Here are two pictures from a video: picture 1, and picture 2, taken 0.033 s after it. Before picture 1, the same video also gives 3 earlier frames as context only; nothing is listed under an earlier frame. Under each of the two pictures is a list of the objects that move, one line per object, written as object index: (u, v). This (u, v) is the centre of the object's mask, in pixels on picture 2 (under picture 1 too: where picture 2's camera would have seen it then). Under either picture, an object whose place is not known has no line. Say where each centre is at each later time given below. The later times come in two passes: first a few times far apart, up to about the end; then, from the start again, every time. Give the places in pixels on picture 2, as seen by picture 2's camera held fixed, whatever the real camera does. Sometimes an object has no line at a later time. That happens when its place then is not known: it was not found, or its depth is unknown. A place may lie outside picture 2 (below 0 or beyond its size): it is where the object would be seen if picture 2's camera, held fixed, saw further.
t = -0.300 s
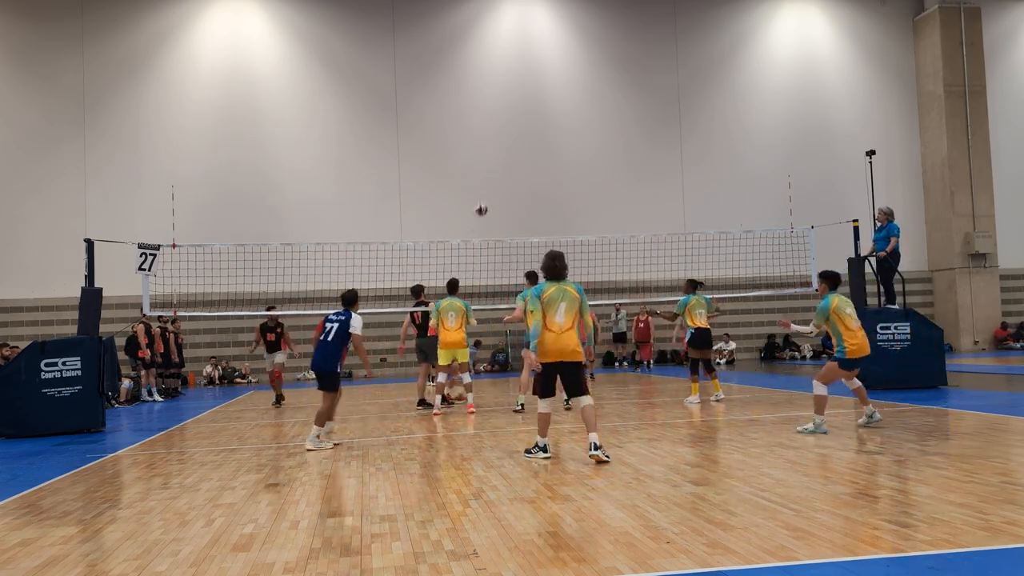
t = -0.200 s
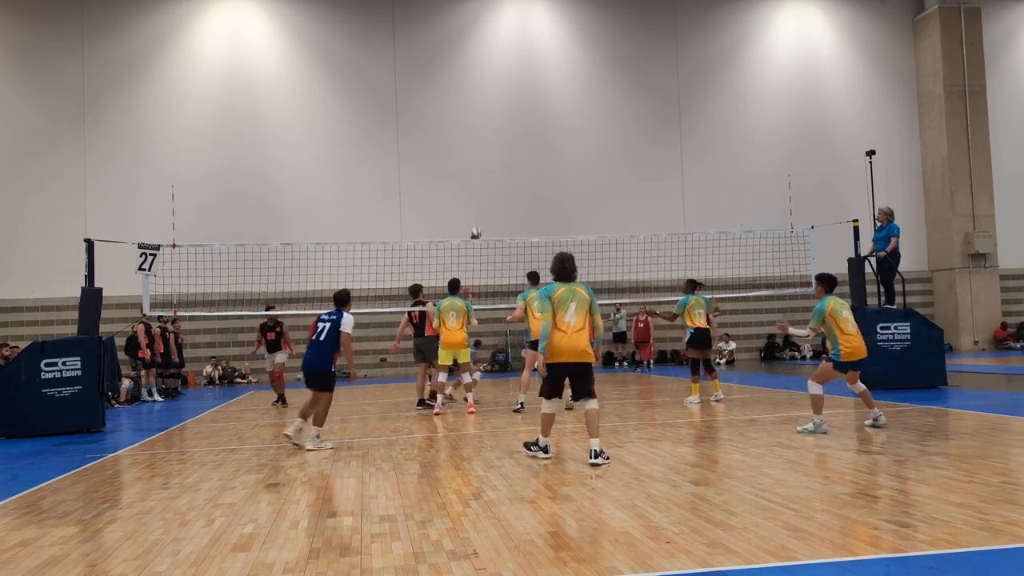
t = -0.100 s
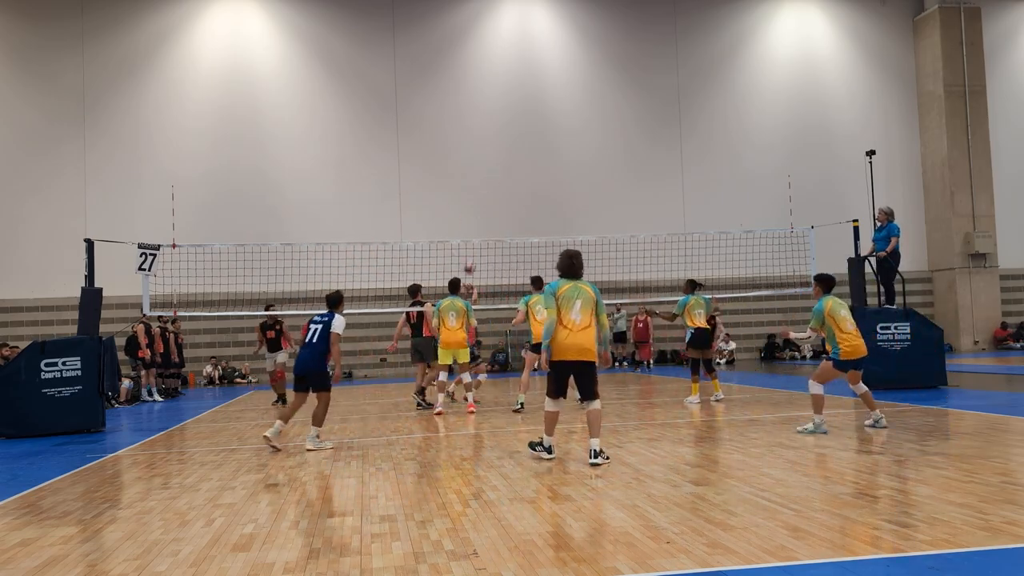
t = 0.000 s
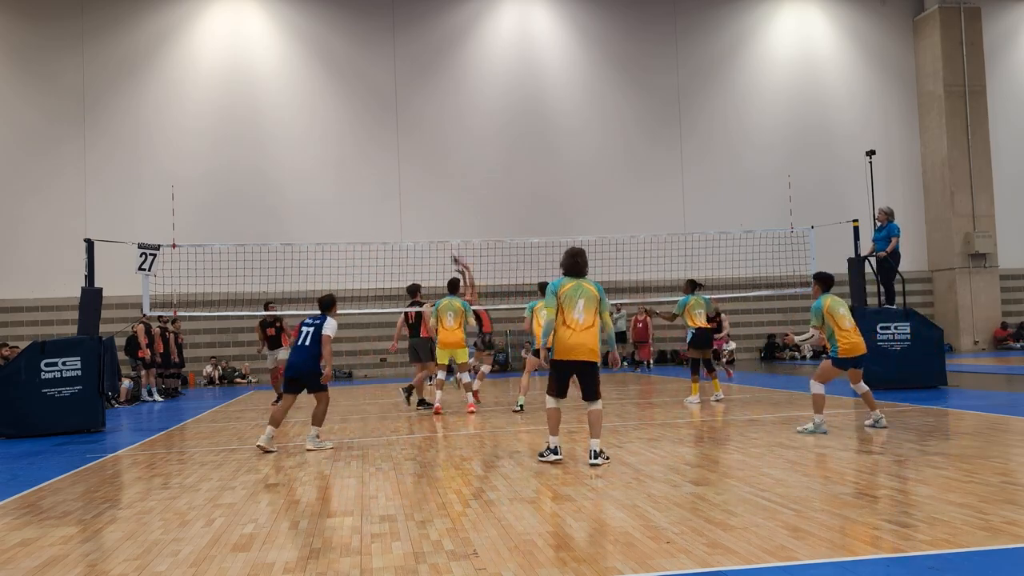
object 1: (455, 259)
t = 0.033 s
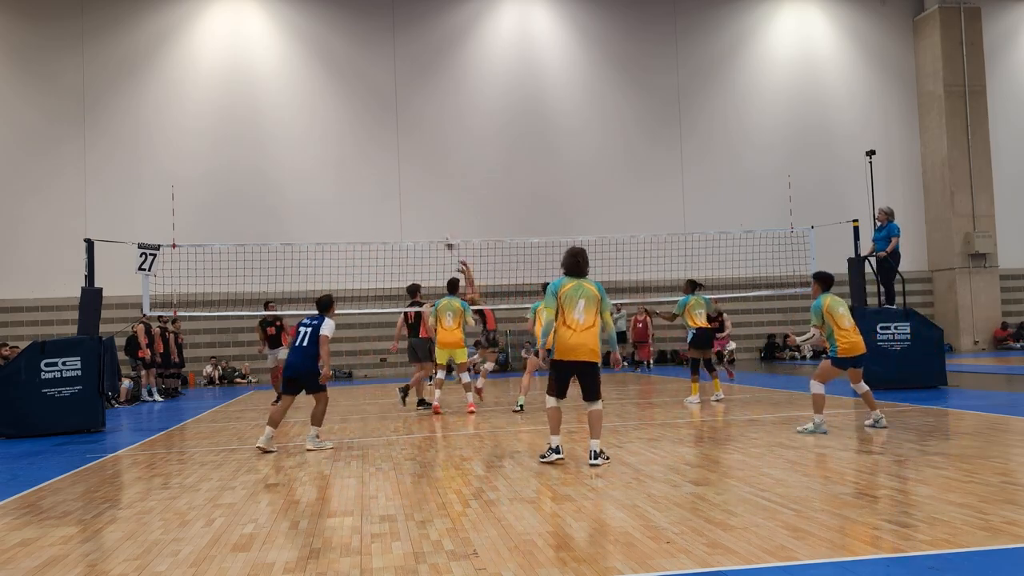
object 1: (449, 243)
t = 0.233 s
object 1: (411, 163)
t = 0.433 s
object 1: (375, 111)
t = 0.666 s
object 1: (334, 84)
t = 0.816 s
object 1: (310, 85)
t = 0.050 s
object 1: (446, 234)
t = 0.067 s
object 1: (442, 227)
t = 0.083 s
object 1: (439, 220)
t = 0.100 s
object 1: (436, 212)
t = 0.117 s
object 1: (433, 205)
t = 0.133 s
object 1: (430, 199)
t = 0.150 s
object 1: (427, 192)
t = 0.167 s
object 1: (423, 186)
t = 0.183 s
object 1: (421, 180)
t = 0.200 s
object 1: (417, 174)
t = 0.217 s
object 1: (414, 168)
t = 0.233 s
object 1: (411, 163)
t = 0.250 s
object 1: (408, 157)
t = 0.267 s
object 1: (405, 152)
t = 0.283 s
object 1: (402, 148)
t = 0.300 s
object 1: (399, 143)
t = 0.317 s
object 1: (396, 138)
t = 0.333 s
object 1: (393, 133)
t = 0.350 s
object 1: (390, 130)
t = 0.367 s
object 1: (387, 125)
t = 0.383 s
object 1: (384, 121)
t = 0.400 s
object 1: (381, 117)
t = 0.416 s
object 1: (378, 114)
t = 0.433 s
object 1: (375, 111)
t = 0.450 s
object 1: (372, 107)
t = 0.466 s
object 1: (369, 104)
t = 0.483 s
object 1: (366, 102)
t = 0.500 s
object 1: (363, 99)
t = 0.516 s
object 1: (361, 97)
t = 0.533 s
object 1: (357, 95)
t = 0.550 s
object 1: (355, 92)
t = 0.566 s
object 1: (352, 91)
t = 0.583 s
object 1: (349, 89)
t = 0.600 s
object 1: (346, 88)
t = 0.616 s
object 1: (343, 87)
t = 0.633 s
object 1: (340, 86)
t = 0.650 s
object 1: (337, 84)
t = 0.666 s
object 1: (334, 84)
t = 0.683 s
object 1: (331, 83)
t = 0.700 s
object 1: (329, 83)
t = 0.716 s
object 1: (326, 83)
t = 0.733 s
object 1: (323, 83)
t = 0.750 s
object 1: (321, 83)
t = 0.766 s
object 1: (318, 84)
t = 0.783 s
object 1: (315, 84)
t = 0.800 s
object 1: (313, 85)
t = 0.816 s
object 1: (310, 85)
